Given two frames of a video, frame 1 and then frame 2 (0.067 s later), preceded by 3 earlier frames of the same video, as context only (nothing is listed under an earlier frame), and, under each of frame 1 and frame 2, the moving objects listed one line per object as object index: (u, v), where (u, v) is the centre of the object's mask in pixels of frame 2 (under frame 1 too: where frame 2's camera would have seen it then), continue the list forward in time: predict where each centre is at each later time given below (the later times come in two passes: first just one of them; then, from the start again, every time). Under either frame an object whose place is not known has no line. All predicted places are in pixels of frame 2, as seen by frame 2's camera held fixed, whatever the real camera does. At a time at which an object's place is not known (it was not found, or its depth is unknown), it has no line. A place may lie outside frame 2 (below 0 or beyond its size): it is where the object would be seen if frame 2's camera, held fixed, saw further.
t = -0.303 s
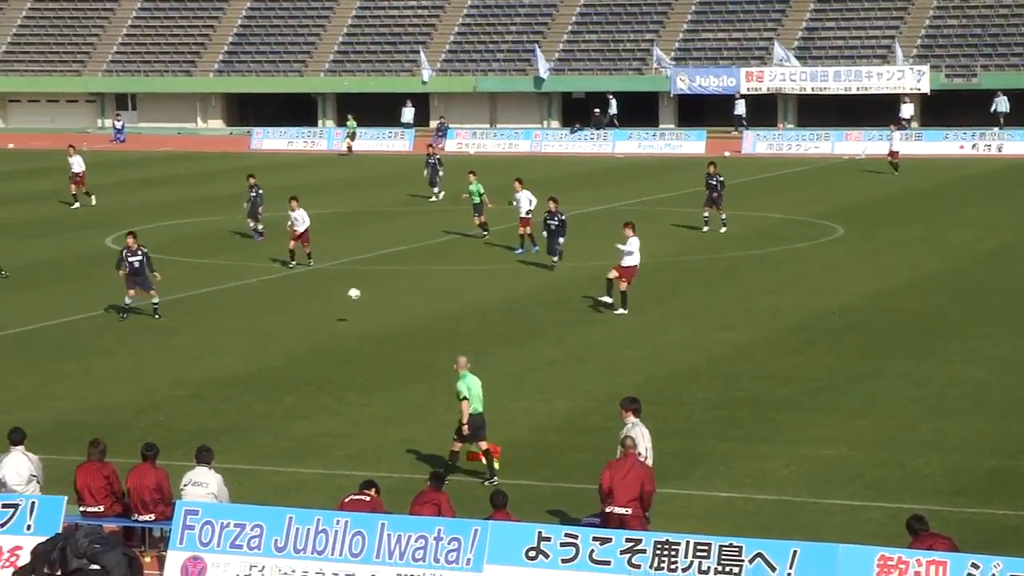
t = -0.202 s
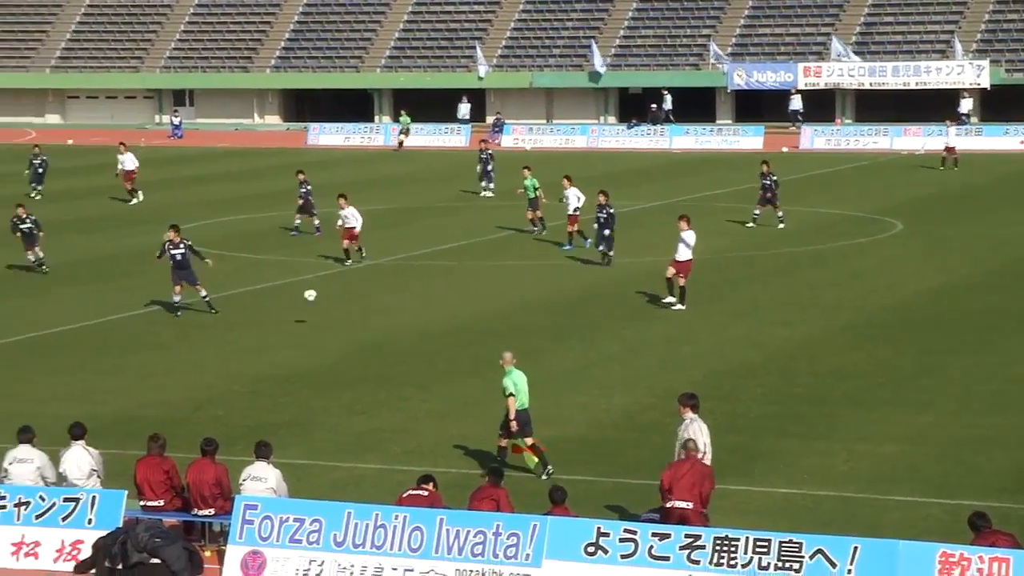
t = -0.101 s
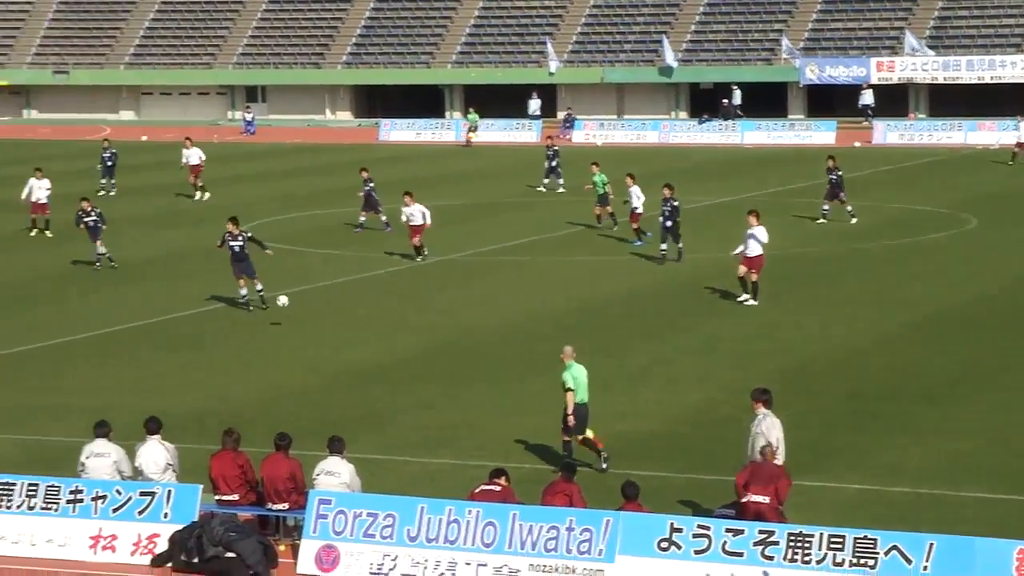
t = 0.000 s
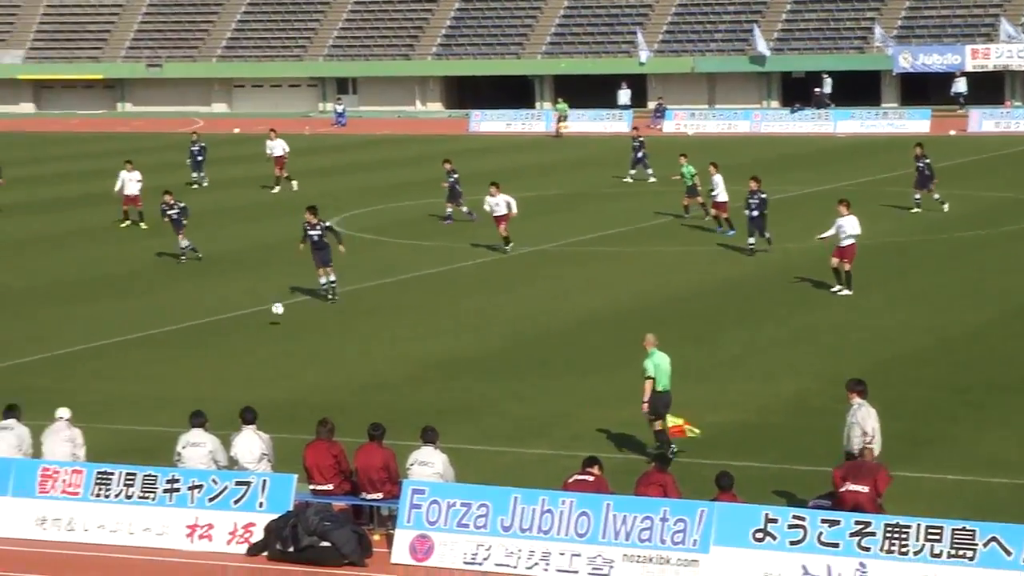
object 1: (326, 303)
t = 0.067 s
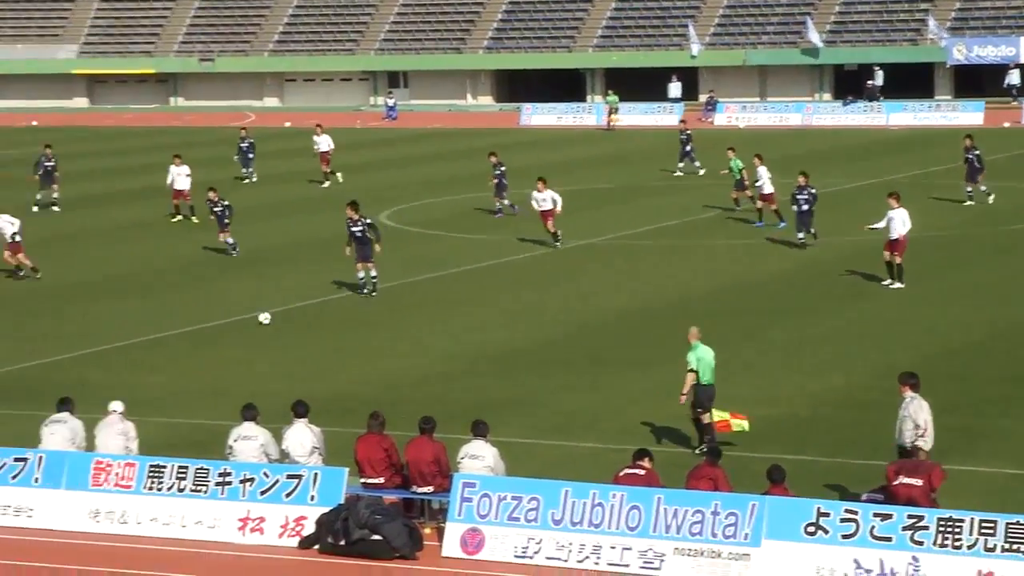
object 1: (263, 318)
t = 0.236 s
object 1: (140, 314)
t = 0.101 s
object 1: (237, 319)
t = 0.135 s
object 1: (211, 317)
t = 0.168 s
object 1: (188, 315)
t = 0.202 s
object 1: (165, 314)
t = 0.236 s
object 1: (140, 314)
